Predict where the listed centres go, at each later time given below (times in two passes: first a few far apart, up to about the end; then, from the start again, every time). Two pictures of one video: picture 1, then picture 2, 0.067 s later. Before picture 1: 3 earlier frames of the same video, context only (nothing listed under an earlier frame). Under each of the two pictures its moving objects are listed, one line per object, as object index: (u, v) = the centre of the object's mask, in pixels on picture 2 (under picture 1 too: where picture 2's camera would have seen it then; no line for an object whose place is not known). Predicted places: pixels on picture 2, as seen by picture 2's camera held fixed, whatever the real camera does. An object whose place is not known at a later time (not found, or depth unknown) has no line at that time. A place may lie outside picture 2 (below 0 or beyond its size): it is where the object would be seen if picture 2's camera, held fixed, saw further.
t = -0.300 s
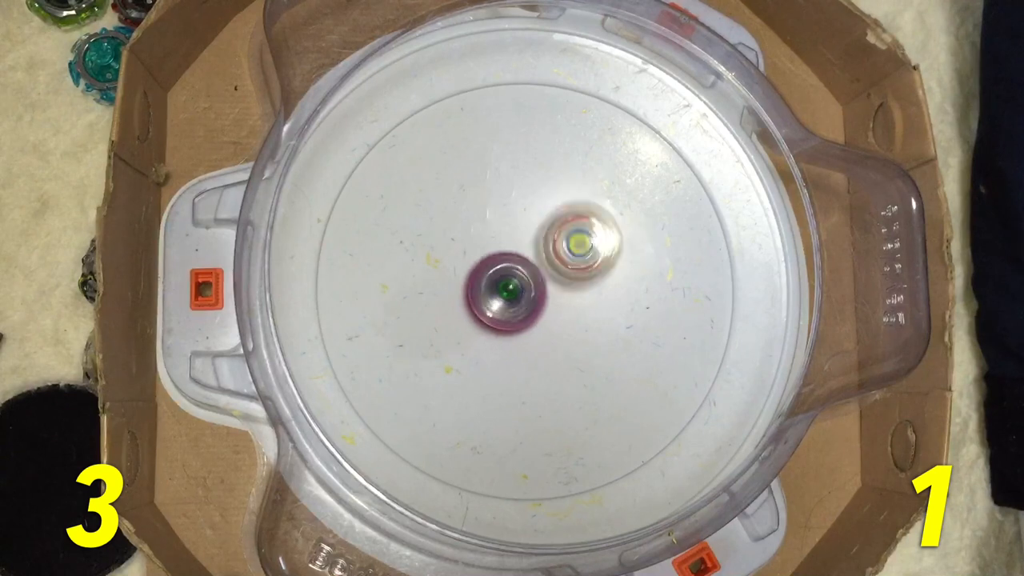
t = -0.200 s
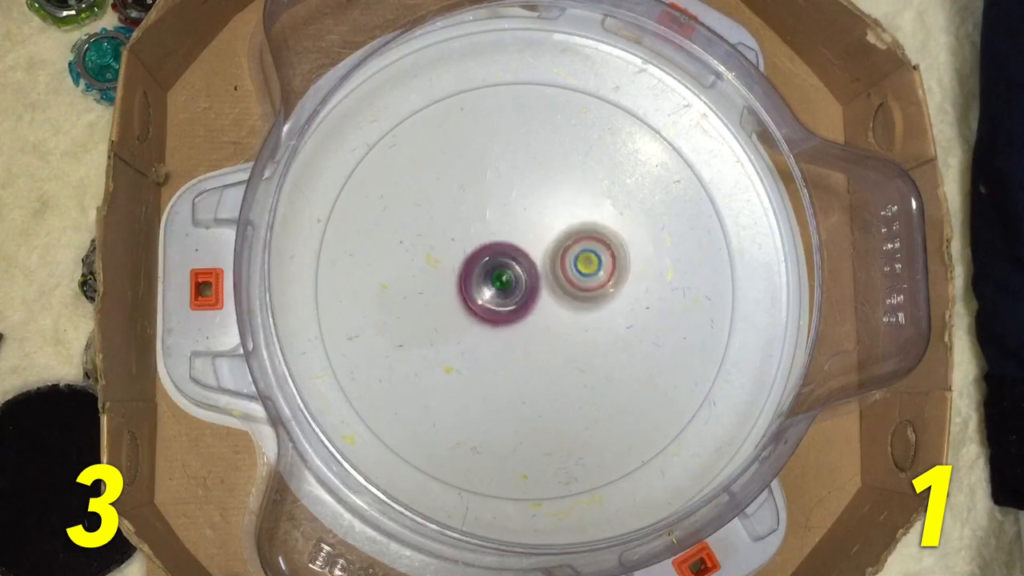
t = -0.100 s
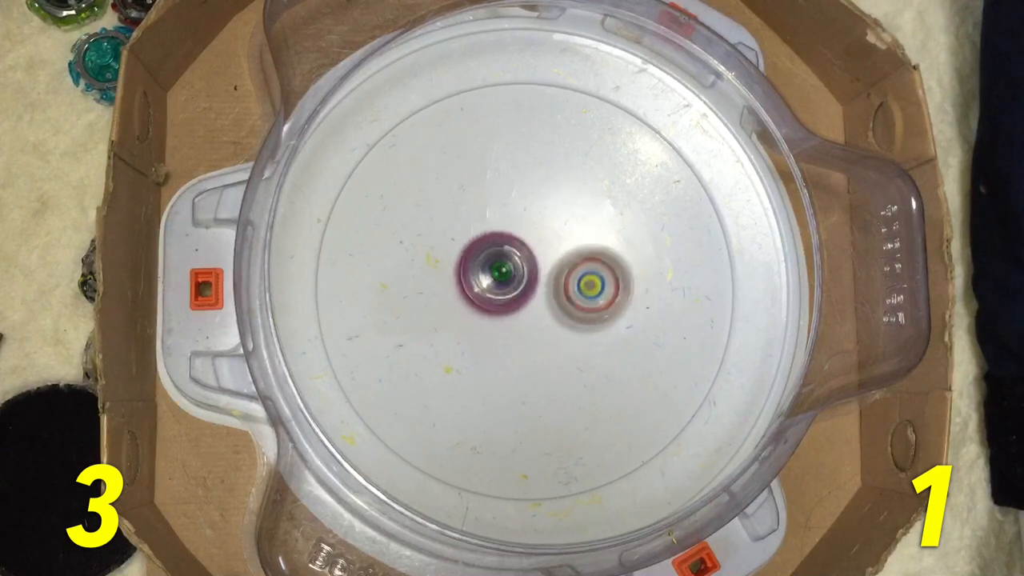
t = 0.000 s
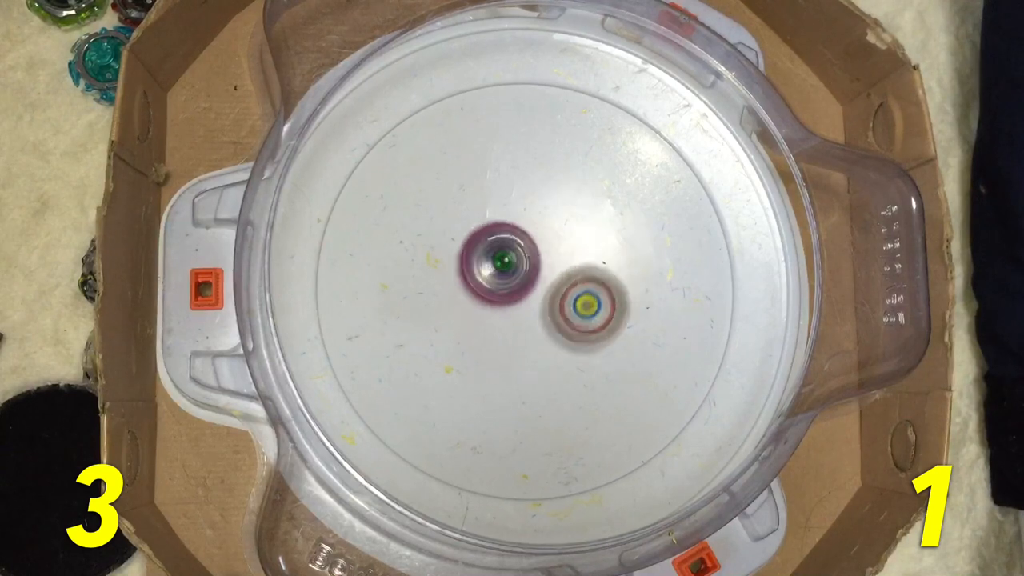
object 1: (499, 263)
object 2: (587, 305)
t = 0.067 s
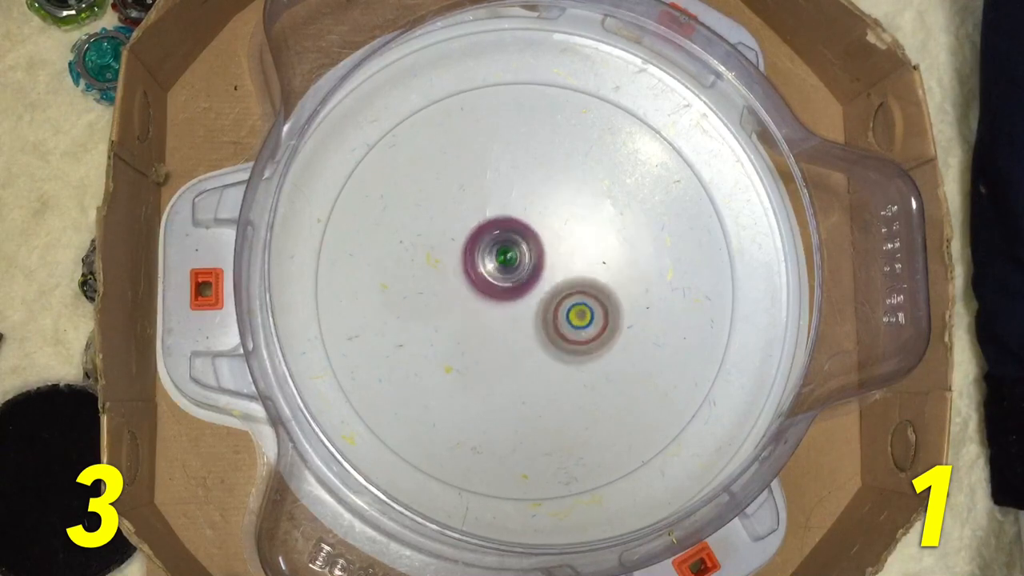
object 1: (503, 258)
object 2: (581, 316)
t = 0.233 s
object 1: (518, 250)
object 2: (555, 334)
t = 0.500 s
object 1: (546, 254)
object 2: (505, 326)
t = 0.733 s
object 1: (571, 260)
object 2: (476, 300)
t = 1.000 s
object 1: (571, 288)
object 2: (488, 247)
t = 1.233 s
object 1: (545, 304)
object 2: (529, 217)
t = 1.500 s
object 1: (510, 297)
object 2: (571, 236)
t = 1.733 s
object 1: (497, 273)
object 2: (587, 284)
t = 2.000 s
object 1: (511, 252)
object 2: (560, 328)
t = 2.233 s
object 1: (536, 245)
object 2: (519, 339)
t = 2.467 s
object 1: (555, 261)
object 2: (494, 313)
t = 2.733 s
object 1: (574, 289)
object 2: (474, 260)
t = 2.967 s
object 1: (561, 311)
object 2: (492, 224)
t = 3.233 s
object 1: (523, 317)
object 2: (544, 229)
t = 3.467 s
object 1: (499, 298)
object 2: (583, 269)
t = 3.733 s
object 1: (499, 261)
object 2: (579, 316)
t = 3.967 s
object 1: (524, 245)
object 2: (539, 329)
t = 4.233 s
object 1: (552, 241)
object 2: (494, 319)
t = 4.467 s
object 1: (572, 272)
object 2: (484, 273)
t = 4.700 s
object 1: (564, 302)
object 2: (504, 237)
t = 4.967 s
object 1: (529, 316)
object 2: (545, 225)
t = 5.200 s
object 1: (498, 300)
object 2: (576, 254)
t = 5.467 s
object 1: (494, 265)
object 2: (587, 298)
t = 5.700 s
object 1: (522, 245)
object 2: (553, 326)
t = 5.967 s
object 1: (557, 261)
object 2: (506, 322)
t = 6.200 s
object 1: (569, 292)
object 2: (484, 283)
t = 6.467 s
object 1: (549, 322)
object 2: (508, 247)
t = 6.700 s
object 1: (513, 334)
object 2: (539, 250)
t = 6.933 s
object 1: (483, 320)
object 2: (550, 269)
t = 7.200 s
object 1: (475, 272)
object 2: (569, 282)
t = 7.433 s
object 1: (514, 252)
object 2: (579, 307)
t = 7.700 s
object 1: (539, 247)
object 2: (566, 349)
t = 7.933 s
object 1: (542, 247)
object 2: (547, 350)
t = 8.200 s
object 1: (536, 244)
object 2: (531, 335)
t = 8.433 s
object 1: (537, 247)
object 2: (529, 319)
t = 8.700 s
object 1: (543, 256)
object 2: (516, 323)
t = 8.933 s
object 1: (545, 253)
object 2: (516, 323)
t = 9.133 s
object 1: (537, 253)
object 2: (515, 323)
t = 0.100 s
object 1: (506, 256)
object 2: (576, 322)
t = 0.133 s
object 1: (508, 254)
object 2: (571, 327)
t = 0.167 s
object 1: (512, 253)
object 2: (566, 330)
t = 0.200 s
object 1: (515, 251)
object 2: (561, 332)
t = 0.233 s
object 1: (518, 250)
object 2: (555, 334)
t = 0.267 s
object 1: (522, 250)
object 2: (549, 335)
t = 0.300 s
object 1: (525, 250)
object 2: (543, 336)
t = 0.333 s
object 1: (529, 251)
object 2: (536, 335)
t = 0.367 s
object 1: (533, 251)
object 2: (529, 334)
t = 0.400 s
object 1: (536, 251)
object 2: (522, 334)
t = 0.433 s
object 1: (540, 251)
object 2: (517, 332)
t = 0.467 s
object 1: (543, 252)
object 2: (511, 329)
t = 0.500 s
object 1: (546, 254)
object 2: (505, 326)
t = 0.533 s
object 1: (549, 255)
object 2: (501, 321)
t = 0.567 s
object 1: (555, 254)
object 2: (493, 321)
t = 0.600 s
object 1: (560, 253)
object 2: (486, 319)
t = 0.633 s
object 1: (564, 254)
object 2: (482, 316)
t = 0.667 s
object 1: (567, 255)
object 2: (479, 311)
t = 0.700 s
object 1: (569, 258)
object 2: (477, 306)
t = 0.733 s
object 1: (571, 260)
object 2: (476, 300)
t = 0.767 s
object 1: (572, 263)
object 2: (474, 295)
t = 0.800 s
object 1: (573, 267)
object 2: (474, 290)
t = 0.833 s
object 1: (574, 270)
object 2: (475, 283)
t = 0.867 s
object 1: (575, 274)
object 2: (475, 275)
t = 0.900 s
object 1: (575, 278)
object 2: (478, 268)
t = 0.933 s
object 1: (574, 281)
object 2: (479, 261)
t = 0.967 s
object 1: (573, 285)
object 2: (482, 254)
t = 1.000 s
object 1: (571, 288)
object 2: (488, 247)
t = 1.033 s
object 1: (568, 292)
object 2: (492, 241)
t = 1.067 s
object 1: (565, 295)
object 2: (497, 235)
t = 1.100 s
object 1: (562, 297)
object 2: (504, 230)
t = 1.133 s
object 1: (558, 300)
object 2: (509, 225)
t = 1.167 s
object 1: (554, 301)
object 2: (516, 222)
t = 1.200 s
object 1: (550, 303)
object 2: (522, 219)
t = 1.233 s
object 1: (545, 304)
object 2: (529, 217)
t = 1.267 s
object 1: (540, 305)
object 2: (535, 216)
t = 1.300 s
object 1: (535, 305)
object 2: (540, 217)
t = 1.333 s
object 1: (531, 305)
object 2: (546, 218)
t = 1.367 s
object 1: (526, 304)
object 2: (551, 220)
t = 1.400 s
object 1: (522, 302)
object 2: (556, 224)
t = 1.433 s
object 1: (517, 301)
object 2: (562, 227)
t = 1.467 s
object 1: (513, 299)
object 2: (565, 231)
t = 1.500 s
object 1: (510, 297)
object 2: (571, 236)
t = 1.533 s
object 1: (507, 294)
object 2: (575, 241)
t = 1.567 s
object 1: (504, 291)
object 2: (578, 249)
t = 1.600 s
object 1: (501, 287)
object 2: (581, 255)
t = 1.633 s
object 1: (499, 284)
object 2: (582, 262)
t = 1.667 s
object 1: (498, 281)
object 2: (584, 269)
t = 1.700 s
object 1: (497, 277)
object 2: (585, 277)
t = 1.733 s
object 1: (497, 273)
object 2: (587, 284)
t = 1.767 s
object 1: (497, 269)
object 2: (586, 291)
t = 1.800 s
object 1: (497, 266)
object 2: (583, 299)
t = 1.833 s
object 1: (498, 263)
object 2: (582, 305)
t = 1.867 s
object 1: (500, 261)
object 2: (579, 310)
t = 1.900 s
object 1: (503, 258)
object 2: (575, 316)
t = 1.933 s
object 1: (505, 256)
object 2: (571, 320)
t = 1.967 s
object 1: (508, 254)
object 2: (566, 325)
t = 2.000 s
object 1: (511, 252)
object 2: (560, 328)
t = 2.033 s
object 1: (514, 252)
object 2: (554, 331)
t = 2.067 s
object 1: (518, 252)
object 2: (549, 332)
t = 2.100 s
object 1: (522, 251)
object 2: (543, 333)
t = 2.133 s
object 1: (526, 251)
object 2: (537, 334)
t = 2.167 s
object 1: (529, 248)
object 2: (530, 338)
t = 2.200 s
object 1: (533, 246)
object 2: (525, 340)
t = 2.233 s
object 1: (536, 245)
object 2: (519, 339)
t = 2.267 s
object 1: (539, 245)
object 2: (514, 338)
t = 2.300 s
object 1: (542, 247)
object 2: (509, 336)
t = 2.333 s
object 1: (544, 249)
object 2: (506, 334)
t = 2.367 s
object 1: (548, 252)
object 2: (502, 329)
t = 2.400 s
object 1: (551, 255)
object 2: (499, 325)
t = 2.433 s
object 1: (554, 258)
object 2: (496, 319)
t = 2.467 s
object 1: (555, 261)
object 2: (494, 313)
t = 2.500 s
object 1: (559, 263)
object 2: (488, 307)
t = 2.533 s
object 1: (561, 265)
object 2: (486, 301)
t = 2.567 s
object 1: (563, 268)
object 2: (483, 295)
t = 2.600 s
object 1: (564, 271)
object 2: (482, 290)
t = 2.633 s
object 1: (564, 276)
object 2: (481, 282)
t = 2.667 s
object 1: (566, 281)
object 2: (480, 275)
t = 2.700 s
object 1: (570, 286)
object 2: (475, 267)
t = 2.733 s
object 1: (574, 289)
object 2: (474, 260)
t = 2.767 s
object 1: (574, 292)
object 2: (474, 253)
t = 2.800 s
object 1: (574, 295)
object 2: (474, 246)
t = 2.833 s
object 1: (573, 299)
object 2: (476, 241)
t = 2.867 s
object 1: (571, 302)
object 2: (479, 236)
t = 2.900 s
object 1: (568, 305)
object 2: (483, 231)
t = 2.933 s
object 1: (564, 308)
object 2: (486, 227)
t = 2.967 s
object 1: (561, 311)
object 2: (492, 224)
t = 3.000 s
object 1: (557, 314)
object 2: (497, 222)
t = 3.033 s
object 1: (553, 315)
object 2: (505, 219)
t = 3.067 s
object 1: (548, 317)
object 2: (511, 219)
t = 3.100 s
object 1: (543, 318)
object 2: (518, 219)
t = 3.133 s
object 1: (538, 318)
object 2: (525, 220)
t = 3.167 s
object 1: (534, 318)
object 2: (531, 220)
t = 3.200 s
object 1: (528, 318)
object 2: (538, 224)
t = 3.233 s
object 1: (523, 317)
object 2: (544, 229)
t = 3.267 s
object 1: (519, 315)
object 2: (551, 232)
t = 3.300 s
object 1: (514, 313)
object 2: (556, 238)
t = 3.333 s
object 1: (509, 312)
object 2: (565, 242)
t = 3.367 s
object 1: (505, 310)
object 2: (571, 248)
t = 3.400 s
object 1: (502, 307)
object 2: (575, 255)
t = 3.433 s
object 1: (501, 303)
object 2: (580, 261)
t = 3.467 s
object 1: (499, 298)
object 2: (583, 269)
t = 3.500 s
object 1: (497, 294)
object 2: (588, 274)
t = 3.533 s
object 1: (496, 290)
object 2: (589, 281)
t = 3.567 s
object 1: (495, 285)
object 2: (589, 288)
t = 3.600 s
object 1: (494, 280)
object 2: (589, 295)
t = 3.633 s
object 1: (495, 275)
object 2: (588, 301)
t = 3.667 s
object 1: (496, 270)
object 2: (587, 306)
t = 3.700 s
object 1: (498, 265)
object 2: (583, 312)
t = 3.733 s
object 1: (499, 261)
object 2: (579, 316)
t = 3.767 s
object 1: (502, 257)
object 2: (575, 321)
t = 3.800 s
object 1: (506, 254)
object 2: (569, 325)
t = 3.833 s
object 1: (510, 250)
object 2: (564, 327)
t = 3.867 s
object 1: (513, 248)
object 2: (558, 329)
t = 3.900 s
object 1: (517, 247)
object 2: (551, 330)
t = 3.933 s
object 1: (522, 246)
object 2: (546, 330)
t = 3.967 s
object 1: (524, 245)
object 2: (539, 329)
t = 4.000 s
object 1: (527, 245)
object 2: (532, 327)
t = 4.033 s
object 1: (532, 242)
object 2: (523, 332)
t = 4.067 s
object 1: (536, 237)
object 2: (517, 332)
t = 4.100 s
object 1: (539, 235)
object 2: (511, 331)
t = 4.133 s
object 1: (542, 235)
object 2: (506, 330)
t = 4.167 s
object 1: (546, 237)
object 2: (501, 326)
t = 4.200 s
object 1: (549, 238)
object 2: (497, 322)
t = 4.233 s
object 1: (552, 241)
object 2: (494, 319)
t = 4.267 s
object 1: (556, 245)
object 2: (491, 313)
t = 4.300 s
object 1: (559, 249)
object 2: (490, 307)
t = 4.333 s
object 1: (560, 253)
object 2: (488, 301)
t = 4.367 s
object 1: (562, 259)
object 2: (488, 293)
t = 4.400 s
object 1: (565, 263)
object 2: (488, 286)
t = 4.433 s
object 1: (569, 267)
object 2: (486, 280)
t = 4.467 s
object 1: (572, 272)
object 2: (484, 273)
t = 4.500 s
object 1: (573, 275)
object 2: (485, 267)
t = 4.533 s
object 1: (573, 280)
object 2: (486, 261)
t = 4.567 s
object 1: (572, 285)
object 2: (488, 255)
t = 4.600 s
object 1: (571, 290)
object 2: (491, 249)
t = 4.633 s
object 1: (569, 294)
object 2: (495, 244)
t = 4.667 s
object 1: (567, 298)
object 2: (500, 240)
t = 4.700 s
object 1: (564, 302)
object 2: (504, 237)
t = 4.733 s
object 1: (560, 304)
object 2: (510, 234)
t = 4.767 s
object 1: (555, 306)
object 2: (515, 232)
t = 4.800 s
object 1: (551, 312)
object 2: (520, 228)
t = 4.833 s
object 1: (547, 314)
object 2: (525, 224)
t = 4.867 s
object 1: (542, 315)
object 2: (530, 224)
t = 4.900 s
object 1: (538, 317)
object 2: (534, 224)
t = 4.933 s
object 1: (534, 317)
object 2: (540, 224)
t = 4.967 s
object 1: (529, 316)
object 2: (545, 225)
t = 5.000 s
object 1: (524, 315)
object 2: (549, 228)
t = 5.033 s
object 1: (520, 313)
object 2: (553, 233)
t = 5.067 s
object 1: (515, 310)
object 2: (557, 236)
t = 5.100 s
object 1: (511, 308)
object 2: (563, 240)
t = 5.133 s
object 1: (506, 306)
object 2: (567, 245)
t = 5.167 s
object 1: (504, 303)
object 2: (571, 250)
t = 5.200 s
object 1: (498, 300)
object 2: (576, 254)
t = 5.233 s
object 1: (492, 296)
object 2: (582, 259)
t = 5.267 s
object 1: (489, 293)
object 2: (585, 264)
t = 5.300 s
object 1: (488, 289)
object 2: (588, 269)
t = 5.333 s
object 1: (487, 285)
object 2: (591, 274)
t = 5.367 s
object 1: (488, 280)
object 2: (592, 280)
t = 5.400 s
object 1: (490, 275)
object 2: (590, 287)
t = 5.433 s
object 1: (491, 270)
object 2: (589, 292)
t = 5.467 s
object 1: (494, 265)
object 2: (587, 298)
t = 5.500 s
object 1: (497, 261)
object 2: (584, 301)
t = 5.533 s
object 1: (501, 258)
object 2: (580, 306)
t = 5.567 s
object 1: (506, 255)
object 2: (575, 309)
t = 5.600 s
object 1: (511, 252)
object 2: (569, 312)
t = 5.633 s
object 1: (514, 248)
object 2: (564, 319)
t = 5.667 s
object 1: (518, 246)
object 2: (558, 326)
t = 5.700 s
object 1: (522, 245)
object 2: (553, 326)
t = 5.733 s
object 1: (527, 246)
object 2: (547, 328)
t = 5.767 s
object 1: (533, 247)
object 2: (541, 329)
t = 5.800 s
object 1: (538, 246)
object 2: (533, 331)
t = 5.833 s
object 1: (543, 246)
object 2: (526, 331)
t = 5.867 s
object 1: (546, 248)
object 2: (521, 330)
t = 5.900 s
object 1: (550, 252)
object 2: (517, 329)
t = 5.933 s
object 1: (555, 256)
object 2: (511, 327)
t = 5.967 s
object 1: (557, 261)
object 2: (506, 322)
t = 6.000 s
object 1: (561, 265)
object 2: (500, 317)
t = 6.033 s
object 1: (564, 270)
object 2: (495, 312)
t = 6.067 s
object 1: (566, 274)
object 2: (490, 306)
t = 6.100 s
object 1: (570, 278)
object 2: (486, 300)
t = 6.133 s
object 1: (570, 281)
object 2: (484, 293)
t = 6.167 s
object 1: (570, 287)
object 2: (484, 288)
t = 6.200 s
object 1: (569, 292)
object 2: (484, 283)
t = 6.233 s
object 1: (567, 297)
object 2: (485, 278)
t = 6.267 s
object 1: (566, 303)
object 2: (486, 272)
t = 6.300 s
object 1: (567, 308)
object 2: (488, 264)
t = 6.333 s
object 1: (563, 312)
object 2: (491, 257)
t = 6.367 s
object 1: (562, 314)
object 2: (496, 255)
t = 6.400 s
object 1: (558, 316)
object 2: (500, 253)
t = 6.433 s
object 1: (554, 318)
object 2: (505, 249)
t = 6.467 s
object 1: (549, 322)
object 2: (508, 247)
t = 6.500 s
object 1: (545, 326)
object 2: (514, 242)
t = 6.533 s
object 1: (542, 327)
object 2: (518, 241)
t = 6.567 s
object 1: (538, 329)
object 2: (523, 242)
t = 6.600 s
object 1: (533, 329)
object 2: (529, 245)
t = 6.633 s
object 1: (525, 331)
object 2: (532, 247)
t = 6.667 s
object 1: (519, 333)
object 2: (535, 247)
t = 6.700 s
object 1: (513, 334)
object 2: (539, 250)
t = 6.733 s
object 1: (510, 333)
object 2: (541, 254)
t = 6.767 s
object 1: (505, 331)
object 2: (542, 258)
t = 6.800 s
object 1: (500, 332)
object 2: (545, 260)
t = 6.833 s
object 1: (495, 328)
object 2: (547, 265)
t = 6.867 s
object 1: (491, 328)
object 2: (549, 268)
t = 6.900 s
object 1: (486, 324)
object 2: (551, 270)
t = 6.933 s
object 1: (483, 320)
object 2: (550, 269)
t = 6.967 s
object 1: (479, 315)
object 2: (553, 268)
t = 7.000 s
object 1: (478, 309)
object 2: (553, 268)
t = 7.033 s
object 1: (477, 303)
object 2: (553, 268)
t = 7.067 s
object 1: (477, 298)
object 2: (554, 268)
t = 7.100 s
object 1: (478, 292)
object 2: (555, 270)
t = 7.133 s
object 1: (475, 285)
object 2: (561, 275)
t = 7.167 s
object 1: (473, 278)
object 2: (567, 279)
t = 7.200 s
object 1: (475, 272)
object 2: (569, 282)
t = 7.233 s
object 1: (480, 267)
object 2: (570, 282)
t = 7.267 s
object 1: (485, 264)
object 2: (571, 282)
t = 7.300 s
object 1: (491, 261)
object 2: (574, 284)
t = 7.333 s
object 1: (498, 259)
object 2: (574, 289)
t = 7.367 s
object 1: (501, 256)
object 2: (578, 298)
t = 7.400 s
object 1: (508, 252)
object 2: (580, 302)
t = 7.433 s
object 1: (514, 252)
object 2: (579, 307)
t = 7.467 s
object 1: (519, 252)
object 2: (578, 313)
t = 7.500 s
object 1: (522, 252)
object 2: (576, 315)
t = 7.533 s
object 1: (526, 253)
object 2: (574, 316)
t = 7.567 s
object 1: (528, 253)
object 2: (573, 321)
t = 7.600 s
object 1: (531, 253)
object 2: (573, 324)
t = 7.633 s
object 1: (535, 254)
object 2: (573, 329)
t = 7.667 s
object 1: (537, 252)
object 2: (571, 338)
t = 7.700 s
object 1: (539, 247)
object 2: (566, 349)
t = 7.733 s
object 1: (540, 243)
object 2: (562, 358)
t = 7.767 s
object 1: (541, 242)
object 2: (556, 363)
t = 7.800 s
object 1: (541, 243)
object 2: (549, 364)
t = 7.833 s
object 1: (542, 244)
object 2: (545, 360)
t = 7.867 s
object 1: (541, 245)
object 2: (544, 357)
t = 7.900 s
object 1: (541, 245)
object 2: (546, 353)
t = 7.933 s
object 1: (542, 247)
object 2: (547, 350)
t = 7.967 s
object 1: (541, 249)
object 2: (547, 344)
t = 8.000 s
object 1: (540, 252)
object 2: (546, 339)
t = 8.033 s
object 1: (538, 255)
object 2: (546, 333)
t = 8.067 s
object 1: (537, 252)
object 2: (544, 333)
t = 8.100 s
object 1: (538, 249)
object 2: (542, 334)
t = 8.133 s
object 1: (537, 248)
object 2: (539, 333)
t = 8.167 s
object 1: (537, 247)
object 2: (535, 332)
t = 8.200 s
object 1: (536, 244)
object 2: (531, 335)
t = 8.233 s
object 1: (537, 243)
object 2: (528, 335)
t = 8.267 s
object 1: (538, 243)
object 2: (526, 333)
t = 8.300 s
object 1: (538, 244)
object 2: (526, 331)
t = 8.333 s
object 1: (537, 244)
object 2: (526, 329)
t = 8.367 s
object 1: (537, 244)
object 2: (527, 325)
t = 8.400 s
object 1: (537, 245)
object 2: (528, 322)
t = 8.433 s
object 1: (537, 247)
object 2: (529, 319)
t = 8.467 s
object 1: (537, 249)
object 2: (529, 317)
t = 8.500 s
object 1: (537, 249)
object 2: (524, 320)
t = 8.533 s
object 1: (542, 245)
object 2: (517, 323)
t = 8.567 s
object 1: (546, 245)
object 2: (512, 324)
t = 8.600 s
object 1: (549, 248)
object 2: (511, 323)
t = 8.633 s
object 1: (548, 254)
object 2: (512, 322)
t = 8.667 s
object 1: (545, 258)
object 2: (514, 322)
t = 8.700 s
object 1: (543, 256)
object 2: (516, 323)
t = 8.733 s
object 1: (543, 253)
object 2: (515, 323)
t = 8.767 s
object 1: (544, 251)
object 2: (514, 323)
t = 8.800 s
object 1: (544, 251)
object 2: (513, 324)
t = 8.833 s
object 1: (545, 250)
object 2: (513, 324)
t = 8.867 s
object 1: (545, 251)
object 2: (514, 323)
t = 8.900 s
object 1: (545, 251)
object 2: (516, 323)
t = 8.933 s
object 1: (545, 253)
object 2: (516, 323)
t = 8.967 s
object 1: (544, 255)
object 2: (516, 323)
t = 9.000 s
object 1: (543, 256)
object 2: (516, 323)
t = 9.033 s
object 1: (540, 257)
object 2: (516, 323)
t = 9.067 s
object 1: (538, 256)
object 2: (515, 323)
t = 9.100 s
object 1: (537, 255)
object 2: (515, 322)
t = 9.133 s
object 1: (537, 253)
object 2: (515, 323)
